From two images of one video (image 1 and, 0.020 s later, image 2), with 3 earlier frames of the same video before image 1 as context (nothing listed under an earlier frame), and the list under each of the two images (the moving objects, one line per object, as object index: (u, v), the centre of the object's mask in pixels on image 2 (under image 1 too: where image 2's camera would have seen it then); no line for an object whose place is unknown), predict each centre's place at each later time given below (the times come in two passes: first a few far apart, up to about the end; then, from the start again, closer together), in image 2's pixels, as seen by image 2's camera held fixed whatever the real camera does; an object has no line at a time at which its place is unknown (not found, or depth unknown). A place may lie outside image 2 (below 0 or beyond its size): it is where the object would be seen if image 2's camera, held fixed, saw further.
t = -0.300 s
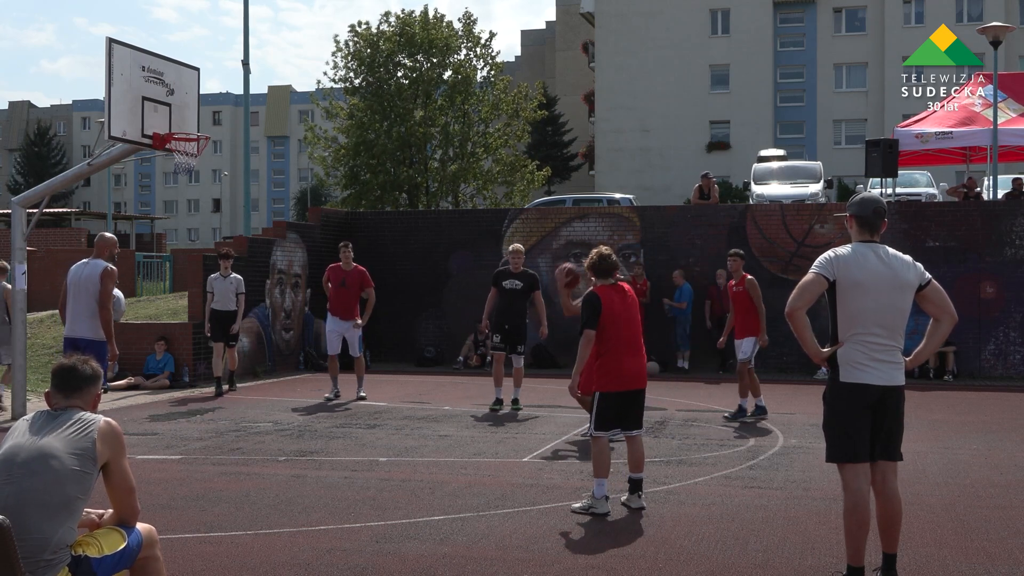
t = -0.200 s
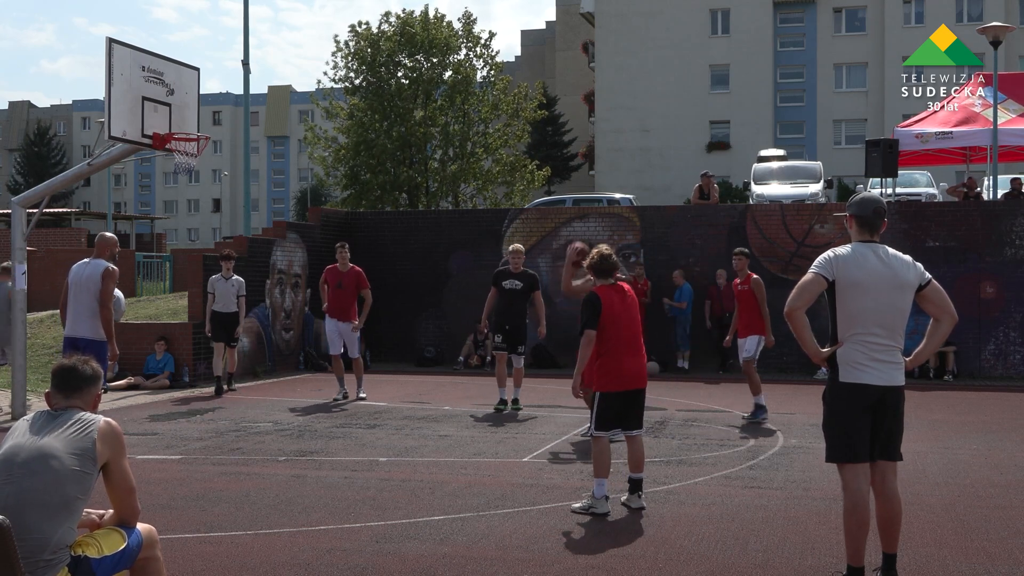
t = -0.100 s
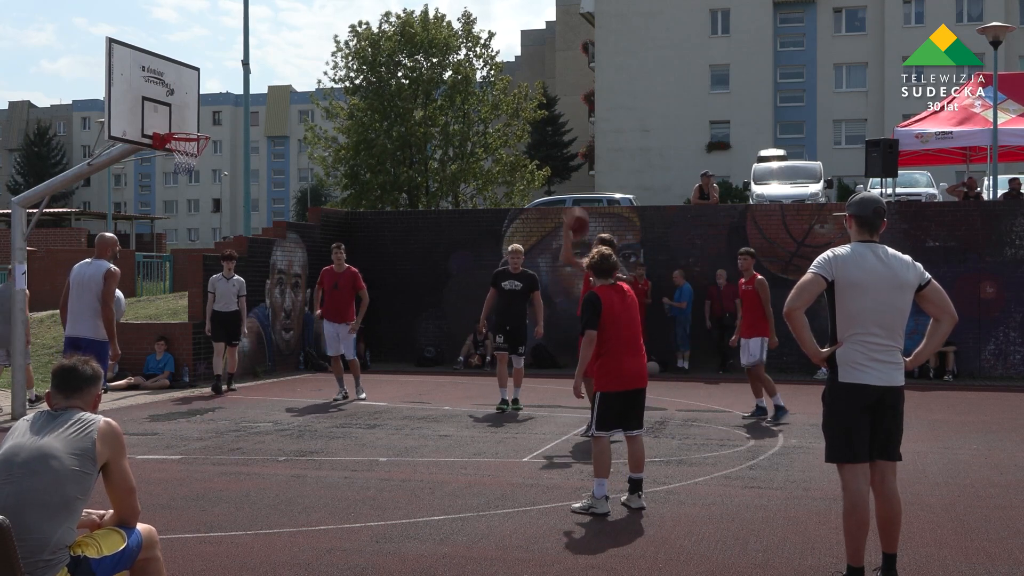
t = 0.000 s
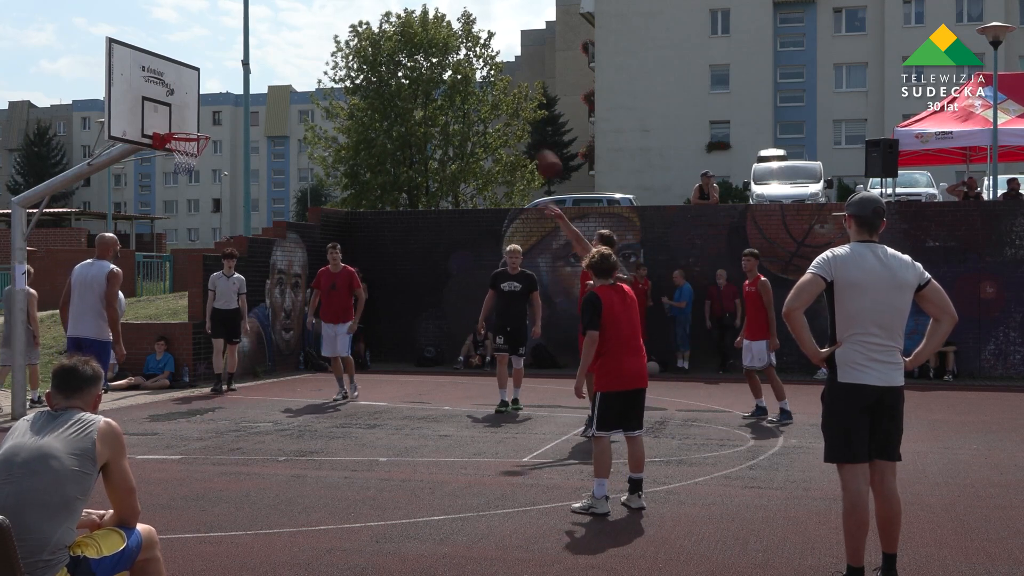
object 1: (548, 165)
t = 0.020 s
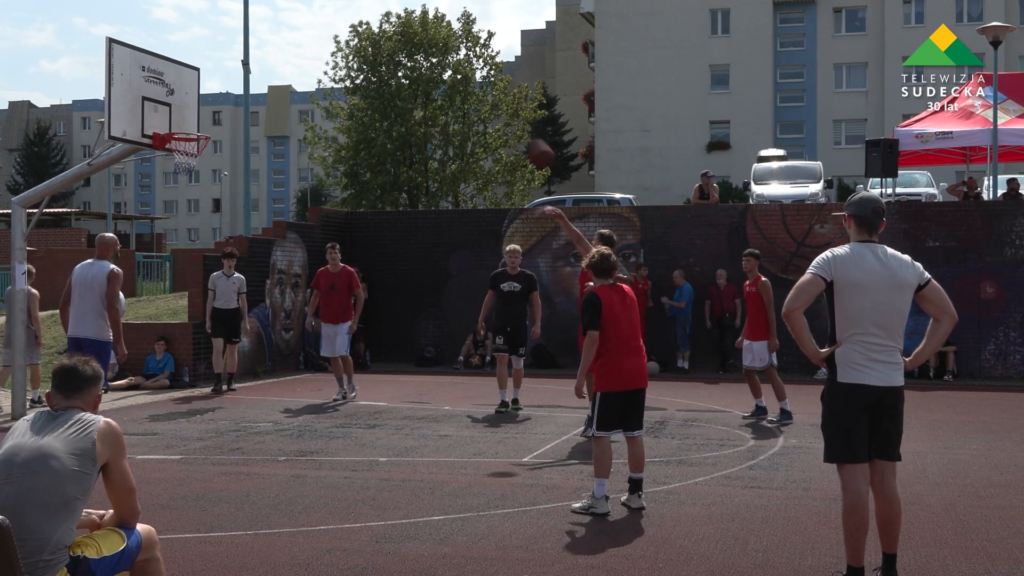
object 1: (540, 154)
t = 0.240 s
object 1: (455, 61)
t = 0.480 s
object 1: (366, 14)
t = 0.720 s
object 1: (282, 22)
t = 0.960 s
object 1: (200, 83)
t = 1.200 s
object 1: (171, 85)
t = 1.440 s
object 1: (178, 54)
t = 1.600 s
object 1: (185, 55)
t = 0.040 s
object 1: (533, 144)
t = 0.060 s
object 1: (525, 133)
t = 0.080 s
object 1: (517, 124)
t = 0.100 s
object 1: (509, 115)
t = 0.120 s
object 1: (501, 105)
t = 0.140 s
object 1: (493, 97)
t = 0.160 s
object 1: (485, 89)
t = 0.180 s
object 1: (478, 82)
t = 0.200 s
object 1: (470, 75)
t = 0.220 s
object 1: (462, 68)
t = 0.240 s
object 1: (455, 61)
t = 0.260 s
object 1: (446, 54)
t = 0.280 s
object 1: (439, 48)
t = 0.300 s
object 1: (433, 44)
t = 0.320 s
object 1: (425, 38)
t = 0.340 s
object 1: (418, 35)
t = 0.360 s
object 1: (410, 30)
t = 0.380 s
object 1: (403, 27)
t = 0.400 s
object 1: (396, 23)
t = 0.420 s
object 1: (388, 21)
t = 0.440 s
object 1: (381, 18)
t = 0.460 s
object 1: (374, 16)
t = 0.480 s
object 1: (366, 14)
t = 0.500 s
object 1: (359, 13)
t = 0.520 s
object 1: (352, 11)
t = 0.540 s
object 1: (345, 11)
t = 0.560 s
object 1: (338, 11)
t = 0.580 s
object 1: (331, 11)
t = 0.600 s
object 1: (324, 11)
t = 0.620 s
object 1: (316, 12)
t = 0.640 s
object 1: (309, 13)
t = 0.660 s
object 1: (303, 15)
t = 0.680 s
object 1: (296, 17)
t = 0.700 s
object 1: (289, 19)
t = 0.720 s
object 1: (282, 22)
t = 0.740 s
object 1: (275, 25)
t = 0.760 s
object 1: (268, 29)
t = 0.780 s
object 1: (261, 33)
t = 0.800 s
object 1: (254, 37)
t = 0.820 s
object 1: (248, 41)
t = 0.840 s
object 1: (241, 46)
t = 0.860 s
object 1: (233, 51)
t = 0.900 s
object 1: (220, 63)
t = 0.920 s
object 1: (214, 69)
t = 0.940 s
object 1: (207, 76)
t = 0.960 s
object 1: (200, 83)
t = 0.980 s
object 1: (194, 90)
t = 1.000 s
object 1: (187, 97)
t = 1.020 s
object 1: (182, 105)
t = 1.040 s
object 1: (175, 114)
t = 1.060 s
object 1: (168, 122)
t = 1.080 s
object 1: (167, 120)
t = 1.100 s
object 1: (168, 113)
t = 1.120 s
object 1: (169, 106)
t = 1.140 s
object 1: (169, 100)
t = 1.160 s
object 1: (169, 96)
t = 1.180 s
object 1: (171, 90)
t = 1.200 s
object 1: (171, 85)
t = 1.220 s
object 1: (172, 80)
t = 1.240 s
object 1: (172, 76)
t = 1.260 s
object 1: (173, 72)
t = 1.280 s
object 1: (173, 69)
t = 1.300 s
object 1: (174, 66)
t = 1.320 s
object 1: (175, 63)
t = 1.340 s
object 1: (175, 61)
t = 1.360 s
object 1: (176, 59)
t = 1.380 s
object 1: (176, 57)
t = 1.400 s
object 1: (177, 56)
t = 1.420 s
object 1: (178, 55)
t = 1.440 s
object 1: (178, 54)
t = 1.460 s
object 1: (179, 54)
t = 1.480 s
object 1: (180, 54)
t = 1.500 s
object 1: (180, 54)
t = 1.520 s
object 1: (181, 53)
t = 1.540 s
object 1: (182, 54)
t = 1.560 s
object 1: (183, 54)
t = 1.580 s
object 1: (184, 55)
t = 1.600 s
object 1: (185, 55)
